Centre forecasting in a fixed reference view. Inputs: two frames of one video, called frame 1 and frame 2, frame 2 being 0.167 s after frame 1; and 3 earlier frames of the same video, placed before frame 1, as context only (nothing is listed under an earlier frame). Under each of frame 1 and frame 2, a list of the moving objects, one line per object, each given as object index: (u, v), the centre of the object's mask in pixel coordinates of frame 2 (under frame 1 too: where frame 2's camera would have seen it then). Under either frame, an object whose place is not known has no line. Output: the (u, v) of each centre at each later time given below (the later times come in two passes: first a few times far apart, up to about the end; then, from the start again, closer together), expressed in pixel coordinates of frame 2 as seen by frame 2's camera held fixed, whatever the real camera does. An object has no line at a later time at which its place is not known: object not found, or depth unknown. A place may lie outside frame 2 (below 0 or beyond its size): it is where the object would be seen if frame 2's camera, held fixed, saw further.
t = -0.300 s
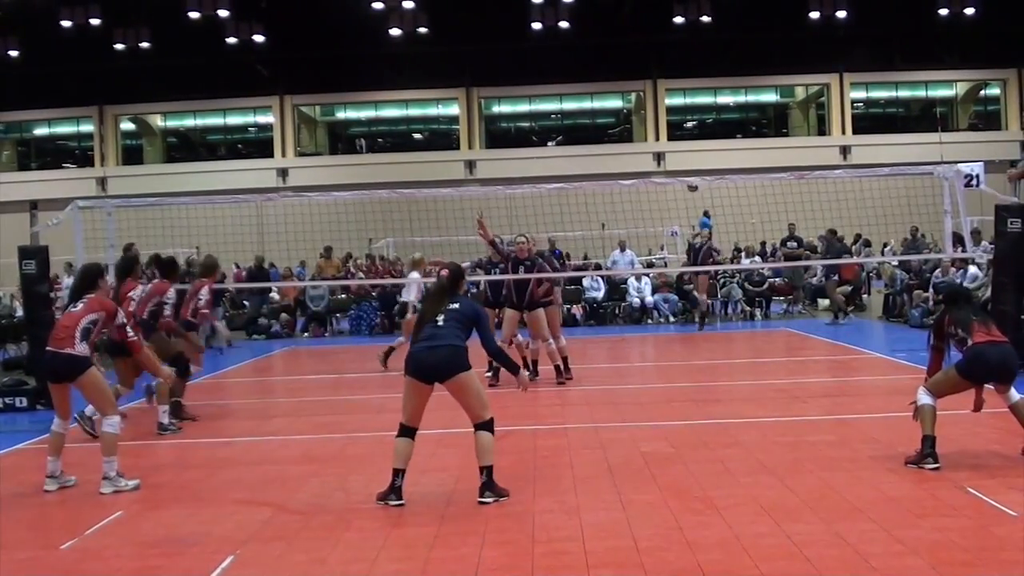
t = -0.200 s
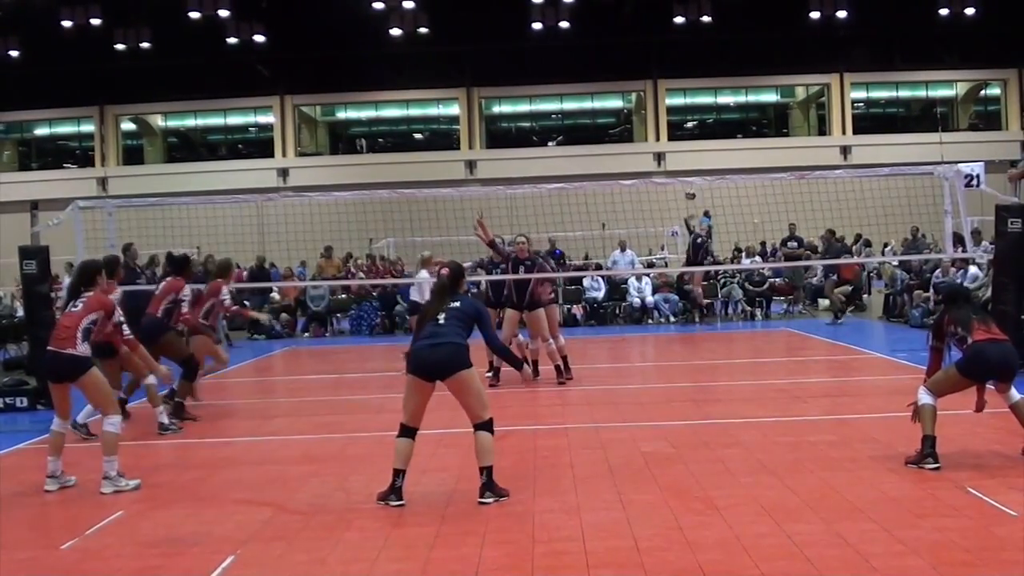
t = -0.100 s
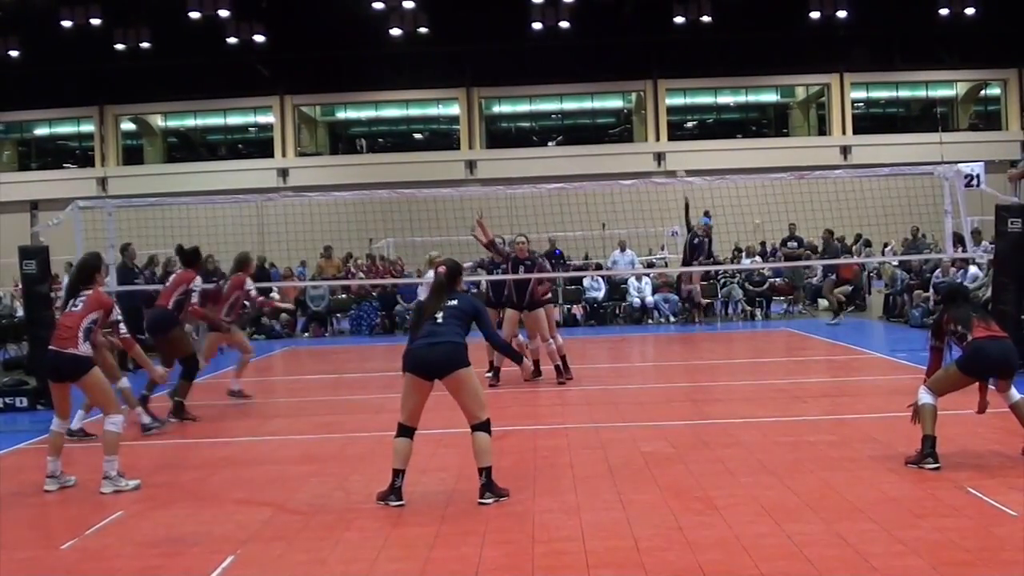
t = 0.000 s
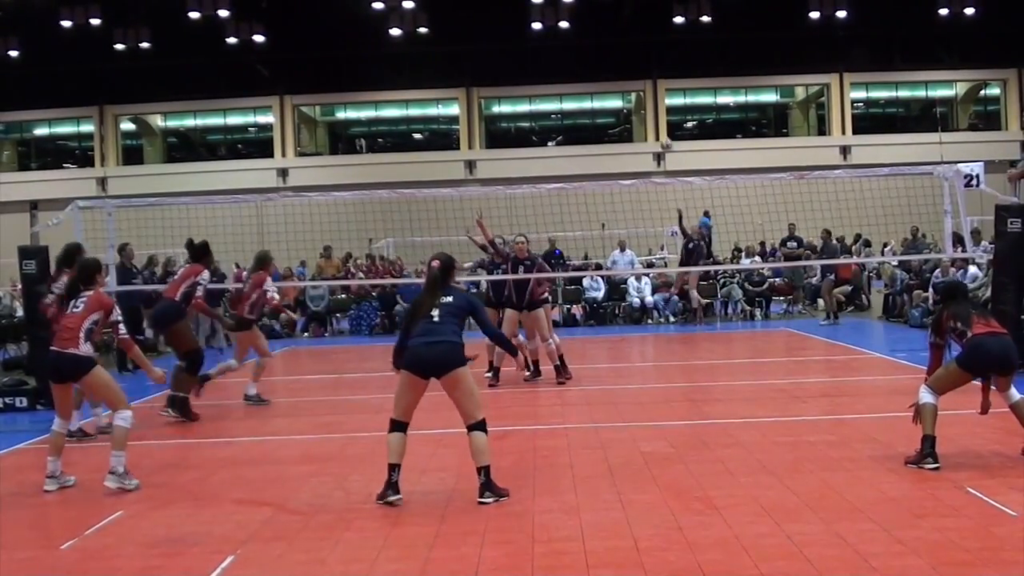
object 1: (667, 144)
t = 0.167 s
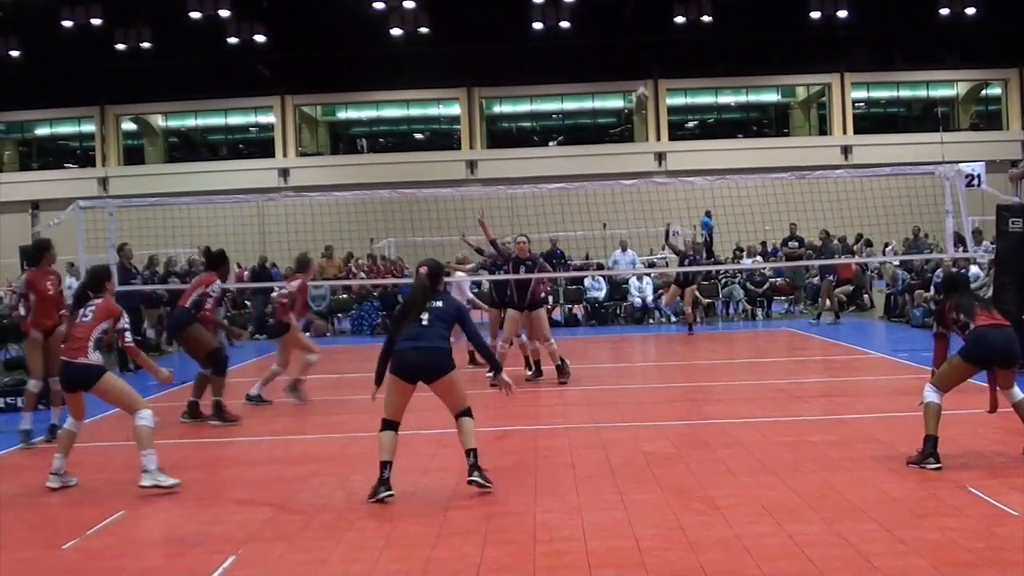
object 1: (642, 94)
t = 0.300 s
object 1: (619, 61)
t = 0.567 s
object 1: (564, 15)
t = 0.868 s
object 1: (462, 23)
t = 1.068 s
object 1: (352, 103)
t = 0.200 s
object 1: (638, 85)
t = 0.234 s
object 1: (631, 76)
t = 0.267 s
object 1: (625, 69)
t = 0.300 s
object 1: (619, 61)
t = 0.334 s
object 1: (613, 53)
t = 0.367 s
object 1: (606, 46)
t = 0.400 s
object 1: (600, 40)
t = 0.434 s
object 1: (593, 34)
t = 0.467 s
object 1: (586, 29)
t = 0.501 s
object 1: (580, 24)
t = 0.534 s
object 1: (572, 20)
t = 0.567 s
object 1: (564, 15)
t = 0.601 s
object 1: (555, 12)
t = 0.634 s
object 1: (546, 12)
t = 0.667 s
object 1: (537, 10)
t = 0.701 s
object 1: (525, 10)
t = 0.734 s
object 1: (515, 10)
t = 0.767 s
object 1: (503, 11)
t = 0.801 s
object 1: (490, 13)
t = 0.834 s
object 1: (477, 17)
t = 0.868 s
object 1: (462, 23)
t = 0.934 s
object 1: (429, 41)
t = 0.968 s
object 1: (411, 52)
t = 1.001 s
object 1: (392, 68)
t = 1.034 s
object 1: (372, 83)
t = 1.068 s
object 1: (352, 103)
